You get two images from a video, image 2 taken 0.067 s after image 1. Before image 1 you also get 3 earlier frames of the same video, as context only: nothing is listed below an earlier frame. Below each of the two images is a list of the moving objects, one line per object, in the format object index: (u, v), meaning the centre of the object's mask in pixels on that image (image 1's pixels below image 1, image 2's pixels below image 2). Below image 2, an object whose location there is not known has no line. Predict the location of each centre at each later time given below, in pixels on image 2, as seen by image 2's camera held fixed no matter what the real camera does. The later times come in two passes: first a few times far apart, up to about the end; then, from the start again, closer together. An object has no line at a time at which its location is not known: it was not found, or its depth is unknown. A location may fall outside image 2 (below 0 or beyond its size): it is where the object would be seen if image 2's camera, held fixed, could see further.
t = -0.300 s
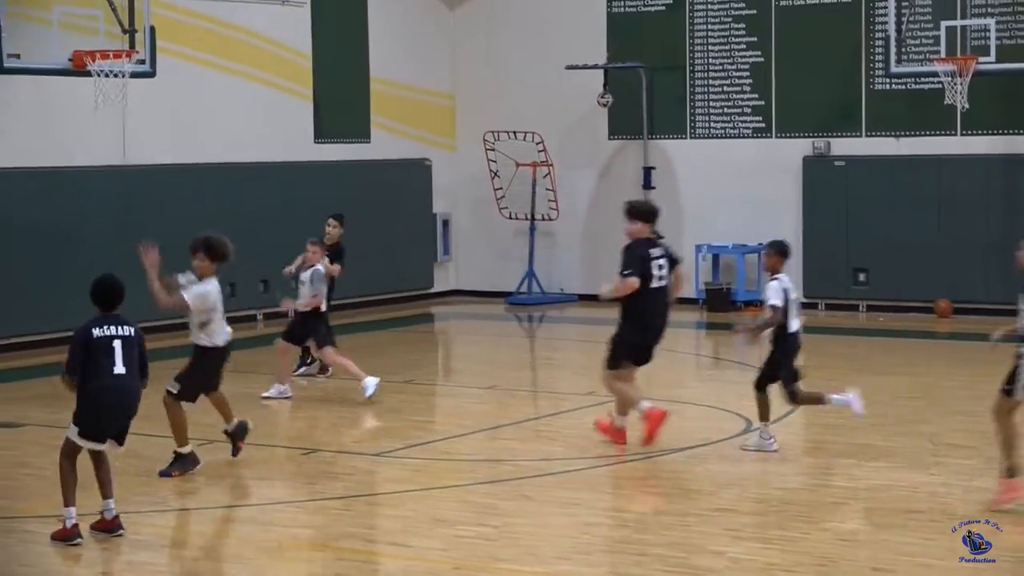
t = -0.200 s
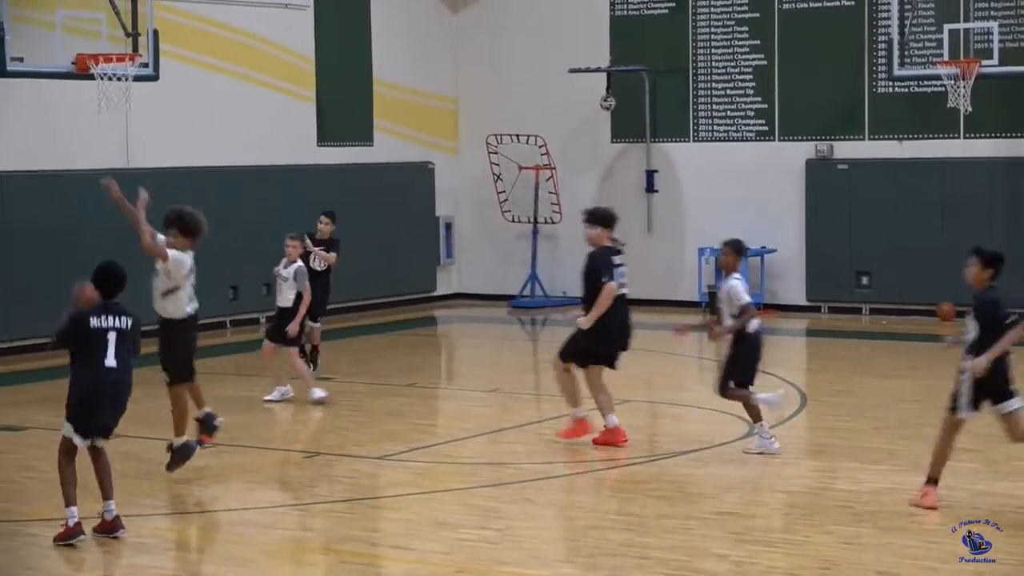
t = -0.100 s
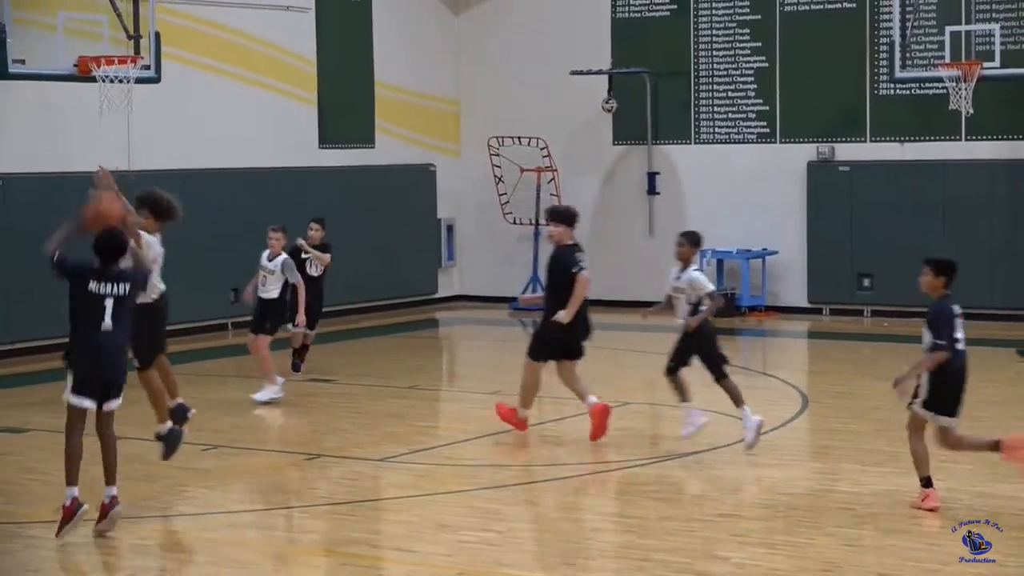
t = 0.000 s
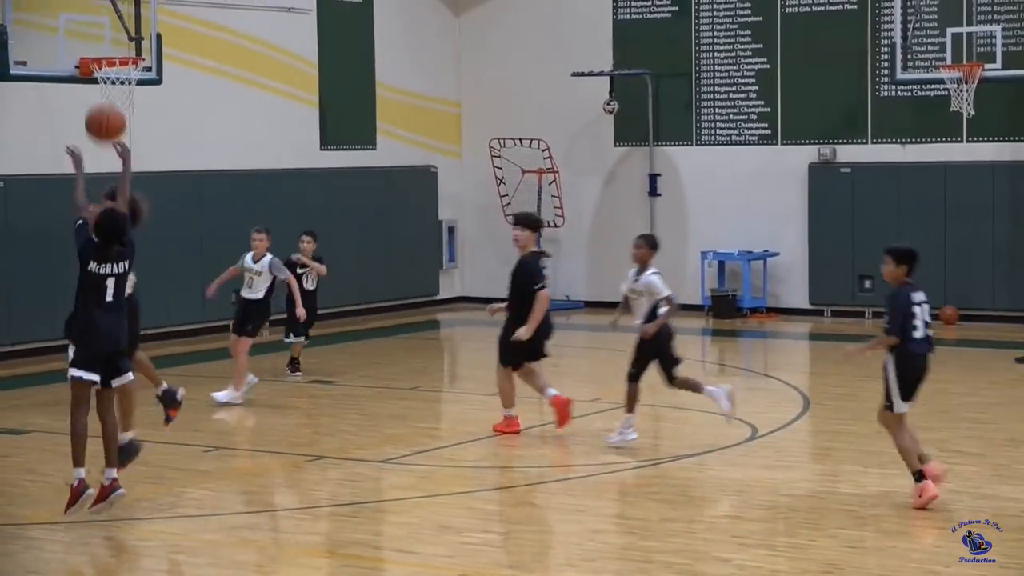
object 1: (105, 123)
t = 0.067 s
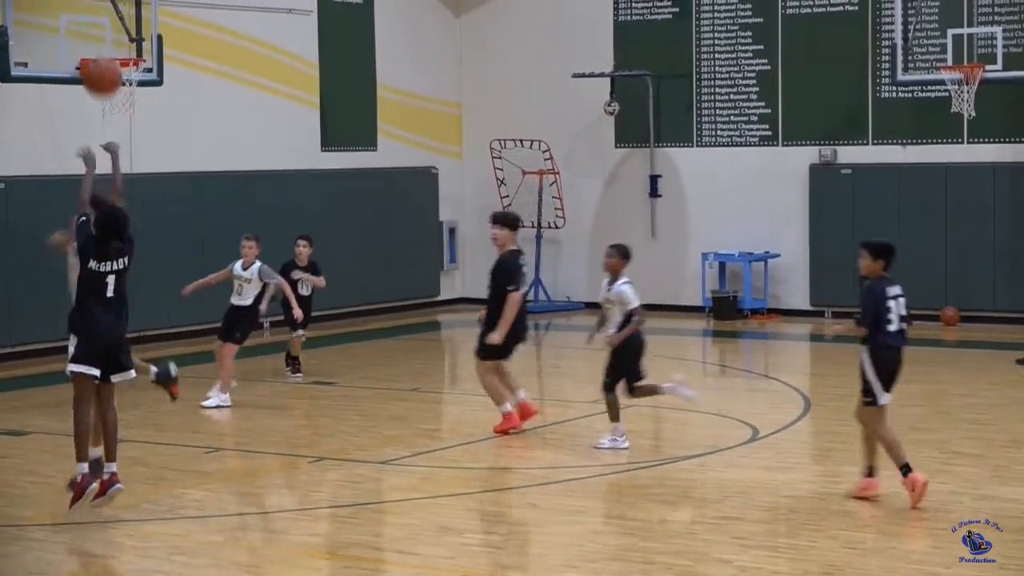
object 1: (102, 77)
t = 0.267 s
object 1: (92, -3)
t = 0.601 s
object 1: (79, -16)
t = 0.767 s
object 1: (74, 24)
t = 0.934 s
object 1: (71, 112)
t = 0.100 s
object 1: (99, 56)
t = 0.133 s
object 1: (98, 37)
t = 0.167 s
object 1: (96, 21)
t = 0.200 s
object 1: (94, 9)
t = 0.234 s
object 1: (92, 3)
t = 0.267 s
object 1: (92, -3)
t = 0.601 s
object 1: (79, -16)
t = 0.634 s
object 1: (78, -13)
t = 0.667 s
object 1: (76, -10)
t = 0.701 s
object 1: (75, -3)
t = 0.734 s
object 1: (74, 9)
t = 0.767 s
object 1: (74, 24)
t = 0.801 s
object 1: (73, 38)
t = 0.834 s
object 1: (72, 54)
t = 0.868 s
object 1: (73, 72)
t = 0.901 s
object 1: (72, 92)
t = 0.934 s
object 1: (71, 112)
